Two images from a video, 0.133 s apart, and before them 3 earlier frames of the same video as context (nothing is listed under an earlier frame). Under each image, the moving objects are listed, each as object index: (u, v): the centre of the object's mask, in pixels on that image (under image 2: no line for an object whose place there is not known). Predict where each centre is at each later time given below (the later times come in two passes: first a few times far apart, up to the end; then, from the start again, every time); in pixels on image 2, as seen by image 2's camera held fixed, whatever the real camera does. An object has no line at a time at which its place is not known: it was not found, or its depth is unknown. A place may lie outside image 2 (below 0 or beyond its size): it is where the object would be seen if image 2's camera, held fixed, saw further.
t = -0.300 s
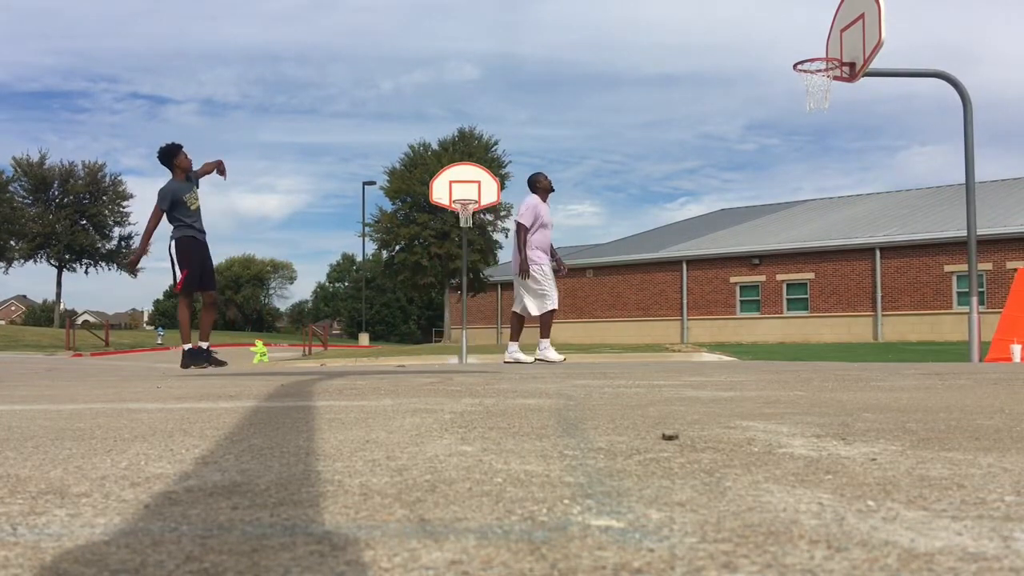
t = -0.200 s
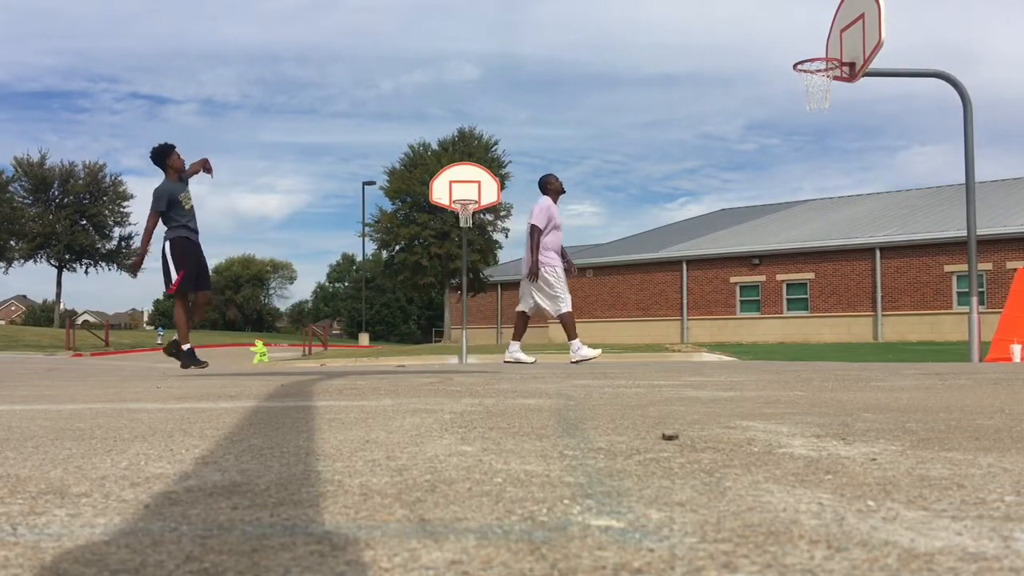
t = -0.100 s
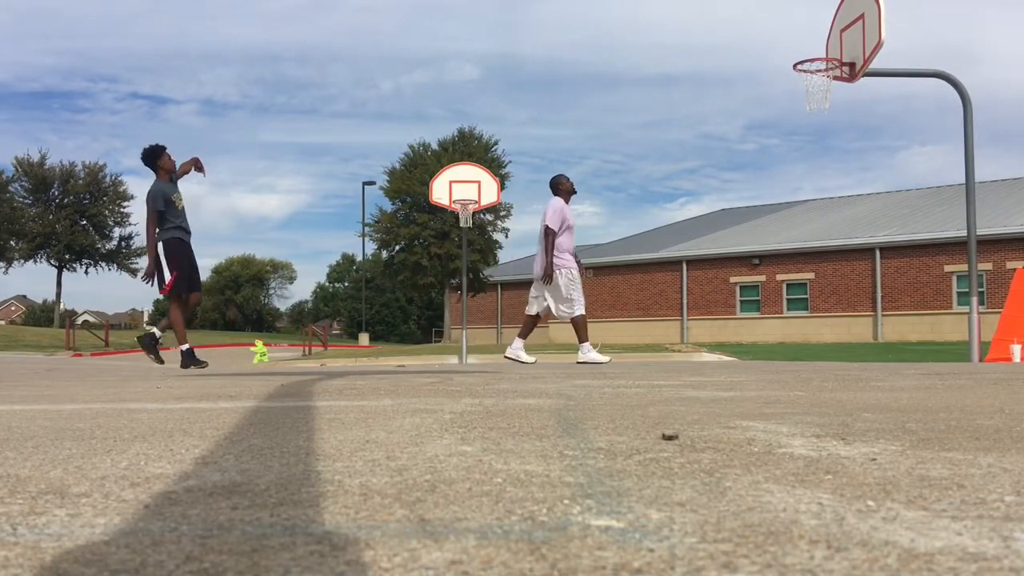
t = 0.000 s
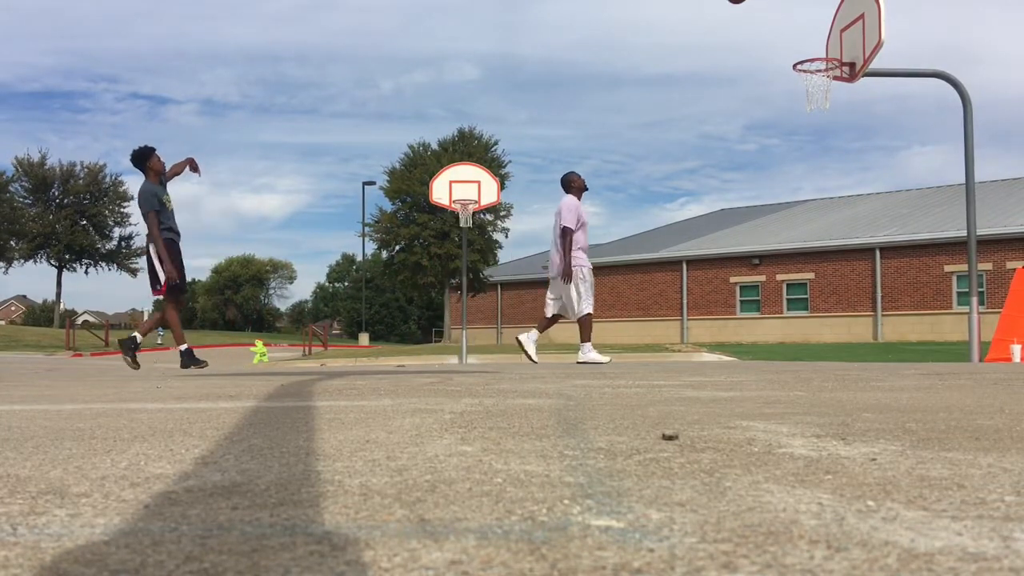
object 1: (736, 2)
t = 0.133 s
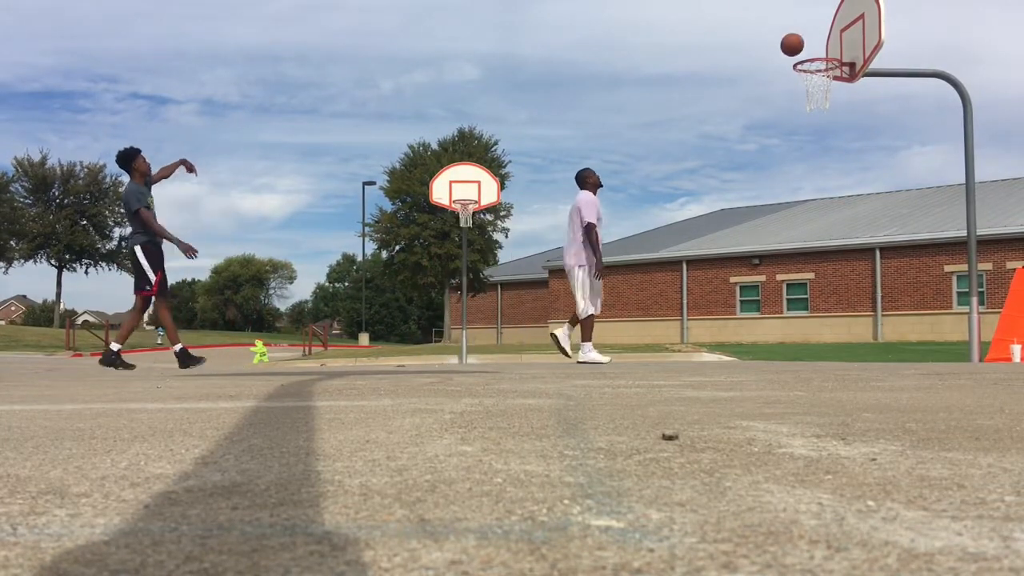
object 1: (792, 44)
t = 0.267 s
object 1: (817, 40)
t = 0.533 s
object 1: (800, 19)
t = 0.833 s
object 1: (772, 66)
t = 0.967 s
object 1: (760, 110)
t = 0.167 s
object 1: (805, 59)
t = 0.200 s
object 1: (810, 54)
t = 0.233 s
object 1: (814, 46)
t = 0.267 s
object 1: (817, 40)
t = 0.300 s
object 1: (820, 34)
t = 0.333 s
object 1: (820, 29)
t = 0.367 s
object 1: (817, 25)
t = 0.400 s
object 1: (813, 22)
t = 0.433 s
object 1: (810, 20)
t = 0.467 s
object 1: (807, 19)
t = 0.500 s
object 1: (804, 18)
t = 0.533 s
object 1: (800, 19)
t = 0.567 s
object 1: (797, 21)
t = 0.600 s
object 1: (794, 23)
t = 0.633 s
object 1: (791, 26)
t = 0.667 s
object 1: (788, 31)
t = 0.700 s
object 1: (784, 36)
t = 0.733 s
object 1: (781, 43)
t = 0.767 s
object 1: (778, 50)
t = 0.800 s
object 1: (775, 58)
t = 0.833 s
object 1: (772, 66)
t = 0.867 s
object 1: (769, 76)
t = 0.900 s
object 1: (766, 86)
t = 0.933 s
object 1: (763, 98)
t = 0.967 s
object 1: (760, 110)
